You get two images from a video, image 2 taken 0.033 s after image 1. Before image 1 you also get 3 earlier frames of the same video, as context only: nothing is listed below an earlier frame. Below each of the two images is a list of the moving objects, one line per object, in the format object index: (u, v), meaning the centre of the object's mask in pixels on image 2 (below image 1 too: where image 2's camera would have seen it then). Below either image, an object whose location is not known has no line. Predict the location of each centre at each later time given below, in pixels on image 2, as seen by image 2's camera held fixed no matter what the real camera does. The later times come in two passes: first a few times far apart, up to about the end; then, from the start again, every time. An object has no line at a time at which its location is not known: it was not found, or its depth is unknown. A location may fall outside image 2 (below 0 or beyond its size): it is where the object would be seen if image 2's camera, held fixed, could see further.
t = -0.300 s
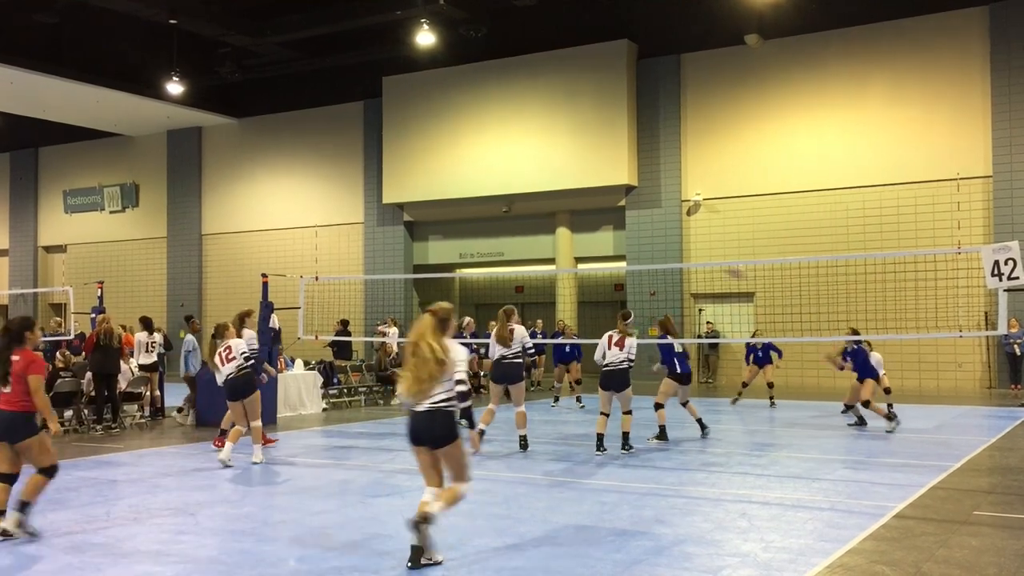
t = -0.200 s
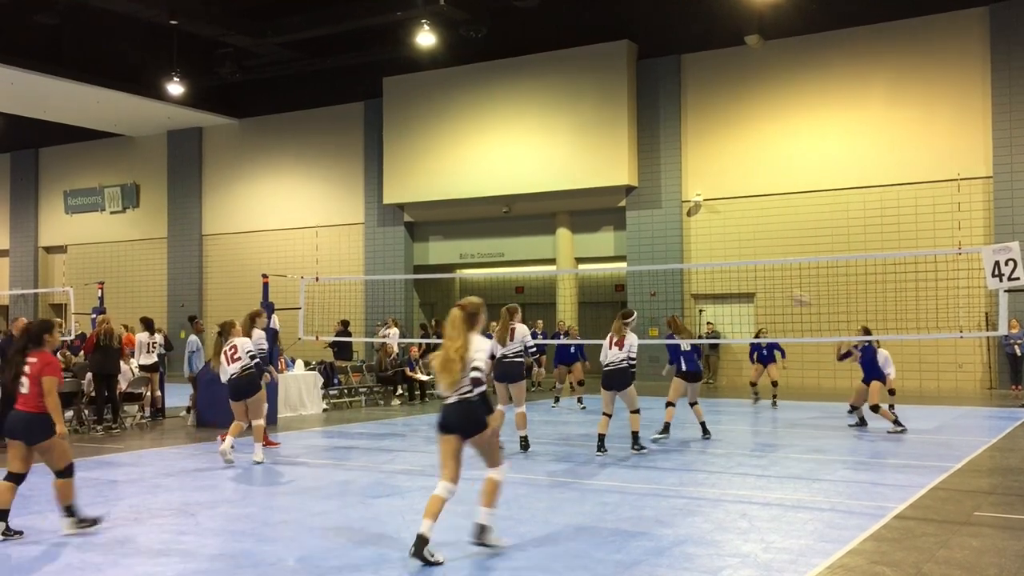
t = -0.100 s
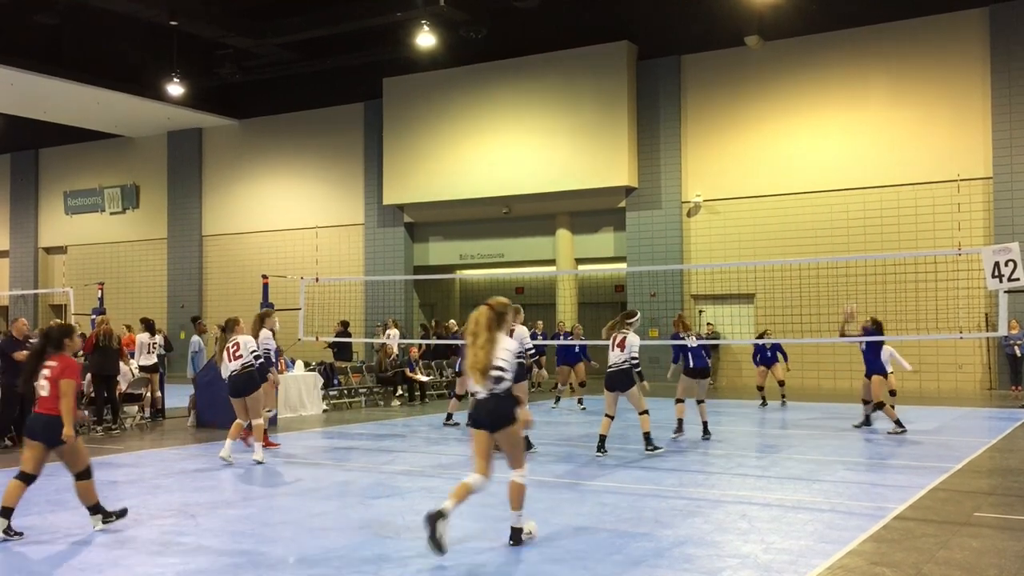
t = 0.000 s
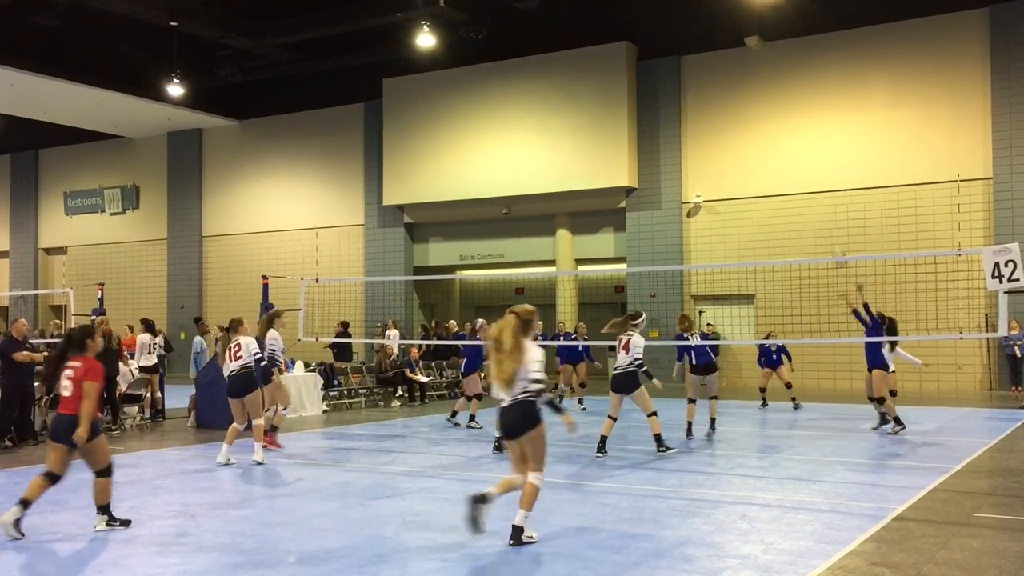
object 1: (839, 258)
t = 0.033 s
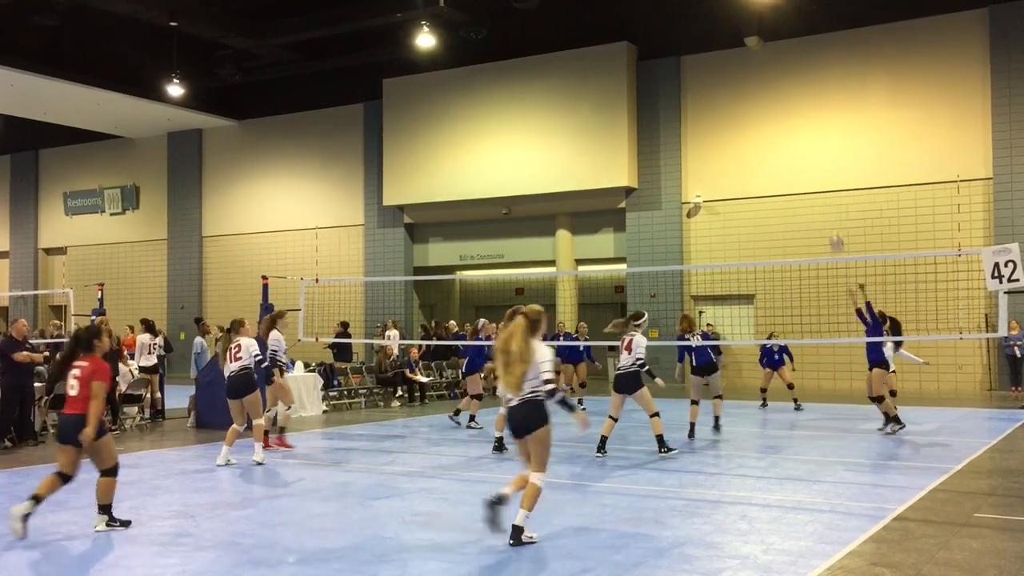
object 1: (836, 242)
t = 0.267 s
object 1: (814, 151)
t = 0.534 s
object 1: (792, 96)
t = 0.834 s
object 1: (769, 92)
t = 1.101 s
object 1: (750, 136)
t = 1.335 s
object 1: (735, 211)
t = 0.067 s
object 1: (832, 226)
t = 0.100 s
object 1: (829, 211)
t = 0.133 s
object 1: (826, 198)
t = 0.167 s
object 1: (822, 184)
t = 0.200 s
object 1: (819, 173)
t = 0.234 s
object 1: (817, 162)
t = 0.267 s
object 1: (814, 151)
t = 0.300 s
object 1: (811, 141)
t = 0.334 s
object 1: (808, 132)
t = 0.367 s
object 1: (805, 124)
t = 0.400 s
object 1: (803, 117)
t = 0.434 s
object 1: (800, 111)
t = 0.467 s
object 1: (797, 105)
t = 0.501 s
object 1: (794, 100)
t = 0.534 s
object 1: (792, 96)
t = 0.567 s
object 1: (789, 92)
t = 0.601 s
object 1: (786, 90)
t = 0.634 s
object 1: (784, 88)
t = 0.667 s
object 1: (782, 87)
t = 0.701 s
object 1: (779, 87)
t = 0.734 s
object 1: (776, 87)
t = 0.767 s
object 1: (774, 88)
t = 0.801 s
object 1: (771, 90)
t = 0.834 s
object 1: (769, 92)
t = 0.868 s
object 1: (767, 95)
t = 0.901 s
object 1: (764, 99)
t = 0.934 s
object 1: (762, 103)
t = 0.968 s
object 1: (759, 108)
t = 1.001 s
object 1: (757, 114)
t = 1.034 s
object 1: (755, 121)
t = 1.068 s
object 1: (752, 128)
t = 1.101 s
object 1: (750, 136)
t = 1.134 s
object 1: (747, 146)
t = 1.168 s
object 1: (745, 155)
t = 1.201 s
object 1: (743, 164)
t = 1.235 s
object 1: (741, 174)
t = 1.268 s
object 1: (739, 186)
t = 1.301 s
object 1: (737, 198)
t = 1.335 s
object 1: (735, 211)
